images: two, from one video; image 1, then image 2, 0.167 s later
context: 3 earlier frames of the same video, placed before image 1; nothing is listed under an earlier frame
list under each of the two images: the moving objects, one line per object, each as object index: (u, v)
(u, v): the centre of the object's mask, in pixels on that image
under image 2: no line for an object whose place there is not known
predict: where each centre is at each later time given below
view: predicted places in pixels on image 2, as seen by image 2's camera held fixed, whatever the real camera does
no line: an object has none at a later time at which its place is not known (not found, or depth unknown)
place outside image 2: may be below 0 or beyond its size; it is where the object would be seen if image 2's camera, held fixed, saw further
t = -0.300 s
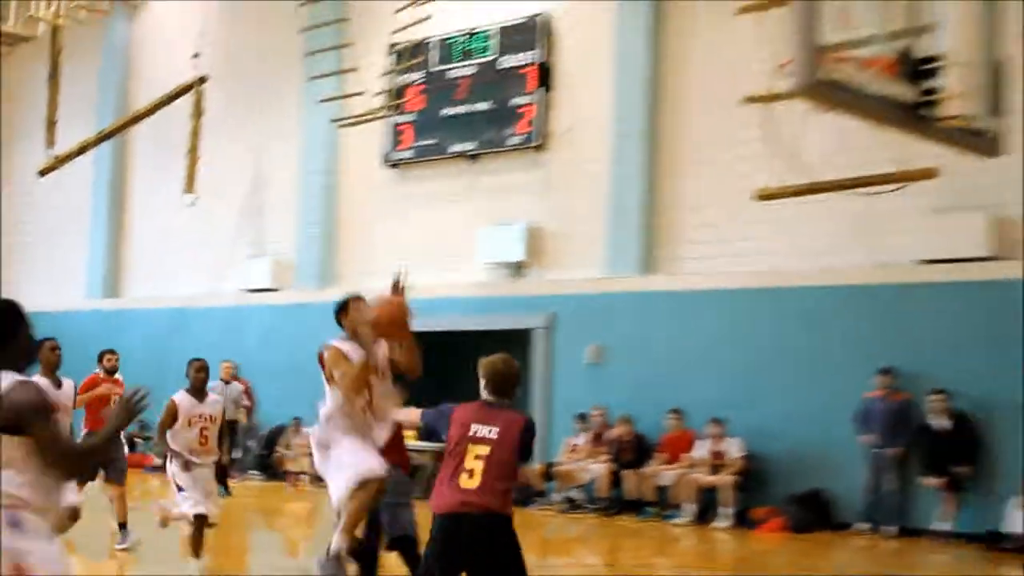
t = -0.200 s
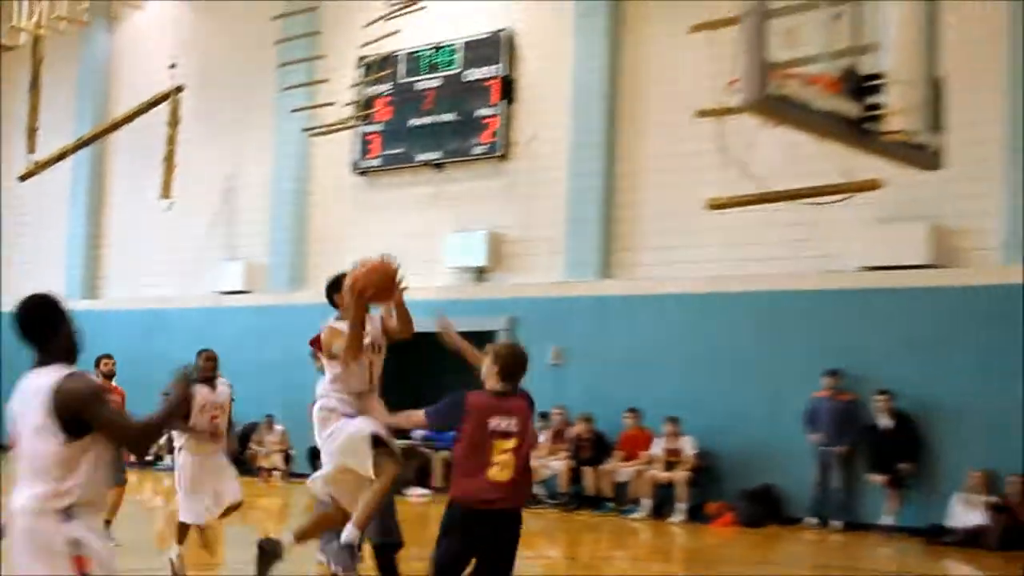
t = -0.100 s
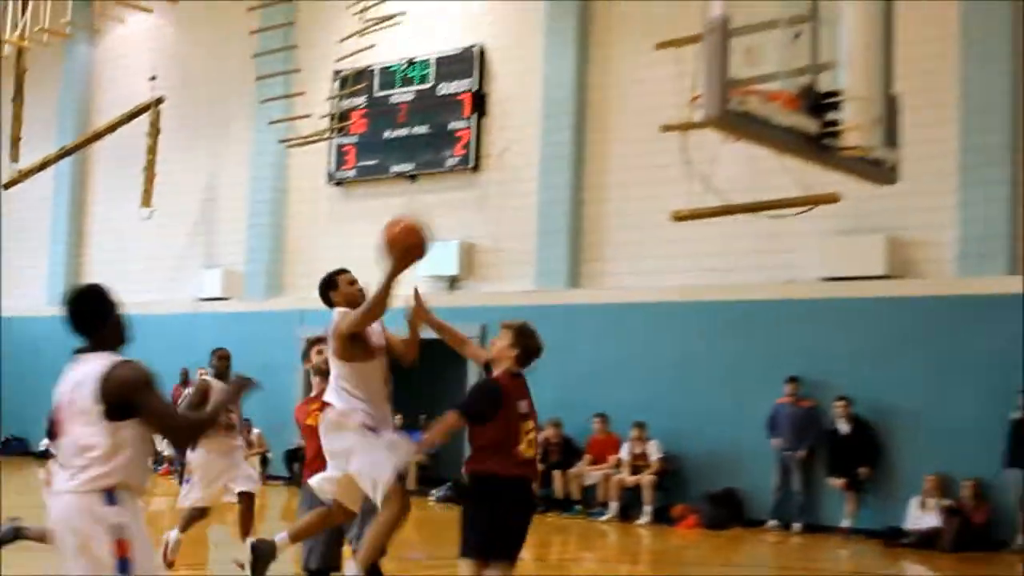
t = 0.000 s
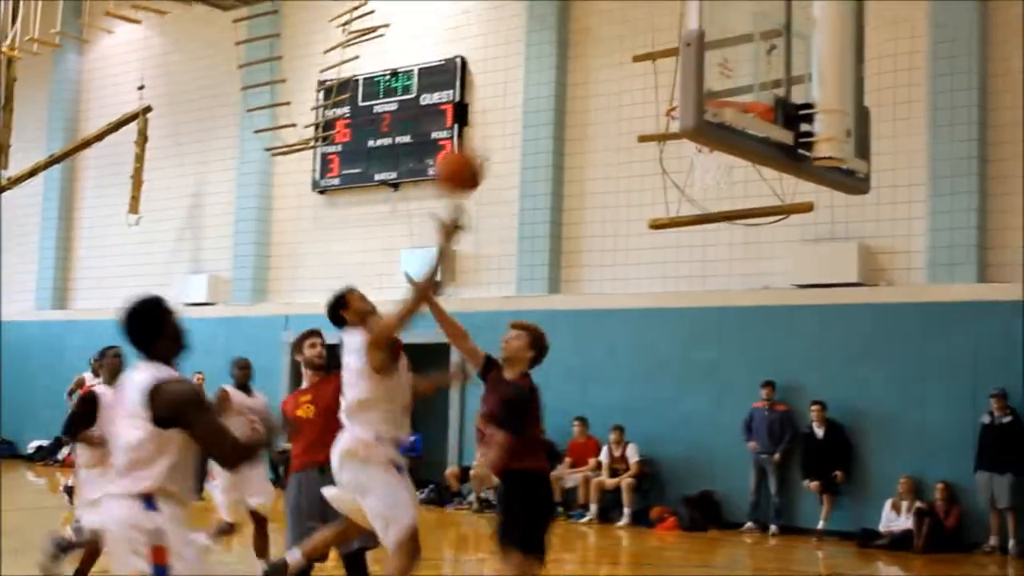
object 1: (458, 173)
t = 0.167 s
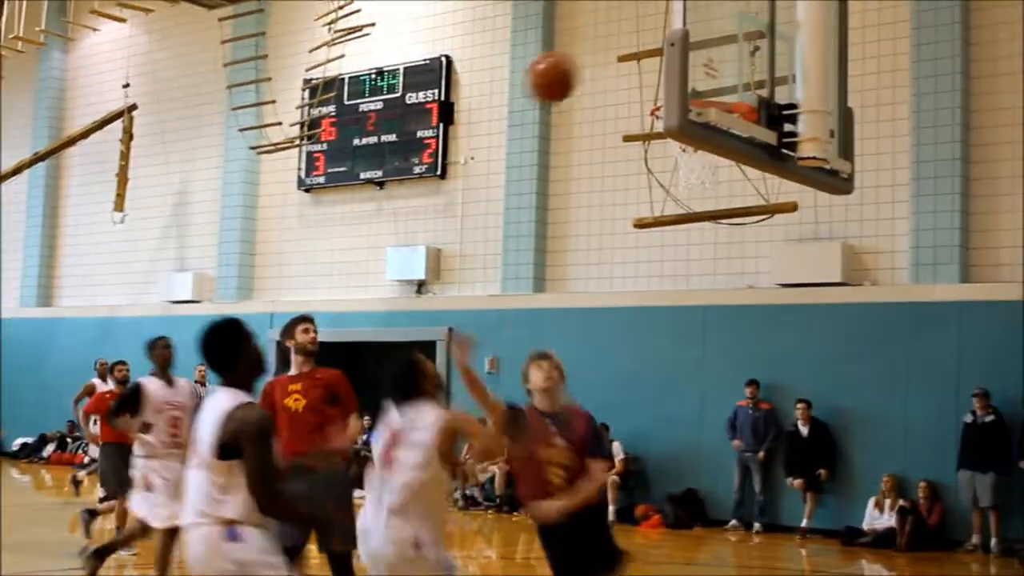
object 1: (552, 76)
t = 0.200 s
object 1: (573, 64)
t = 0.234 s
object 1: (593, 56)
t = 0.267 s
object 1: (615, 47)
